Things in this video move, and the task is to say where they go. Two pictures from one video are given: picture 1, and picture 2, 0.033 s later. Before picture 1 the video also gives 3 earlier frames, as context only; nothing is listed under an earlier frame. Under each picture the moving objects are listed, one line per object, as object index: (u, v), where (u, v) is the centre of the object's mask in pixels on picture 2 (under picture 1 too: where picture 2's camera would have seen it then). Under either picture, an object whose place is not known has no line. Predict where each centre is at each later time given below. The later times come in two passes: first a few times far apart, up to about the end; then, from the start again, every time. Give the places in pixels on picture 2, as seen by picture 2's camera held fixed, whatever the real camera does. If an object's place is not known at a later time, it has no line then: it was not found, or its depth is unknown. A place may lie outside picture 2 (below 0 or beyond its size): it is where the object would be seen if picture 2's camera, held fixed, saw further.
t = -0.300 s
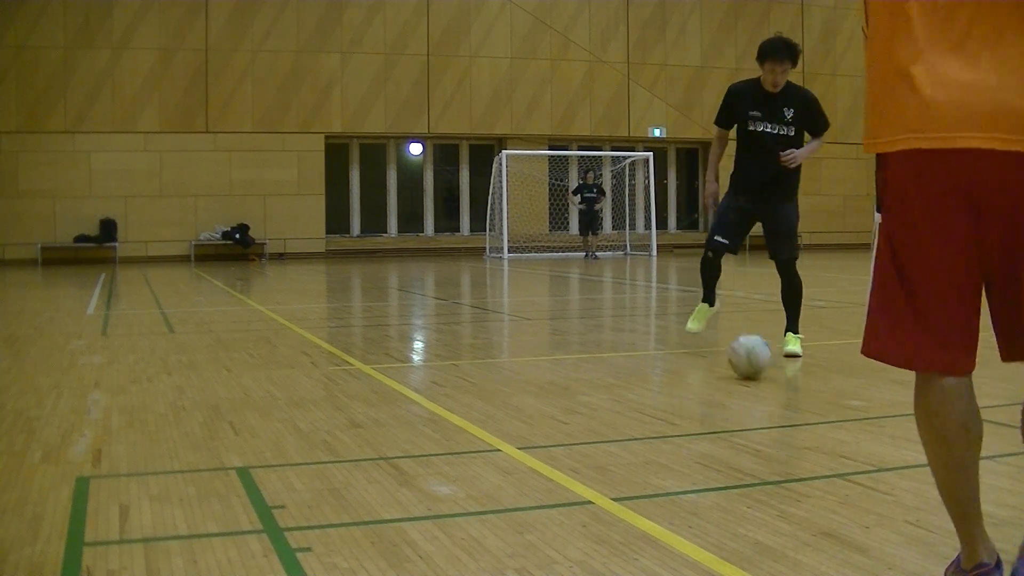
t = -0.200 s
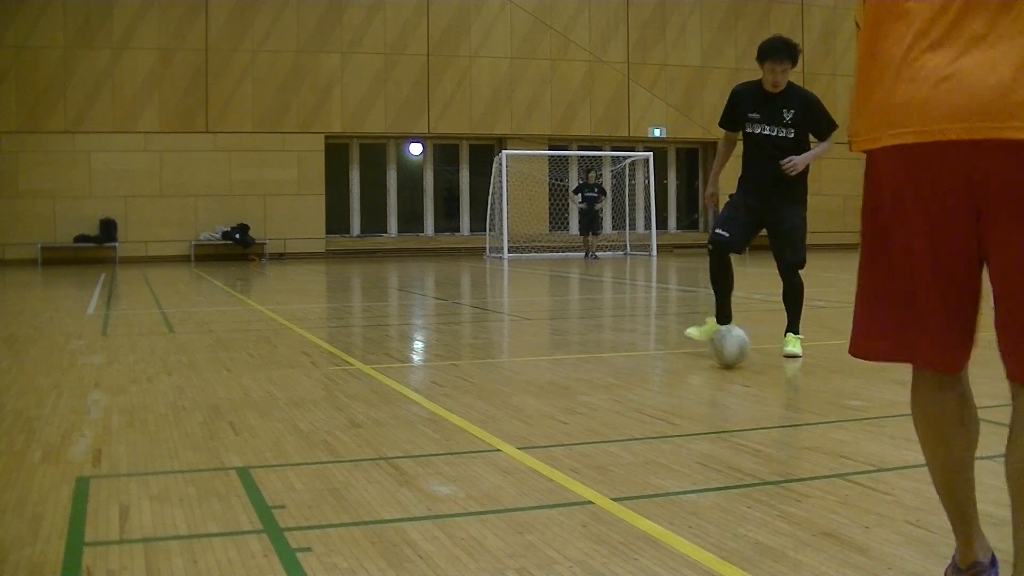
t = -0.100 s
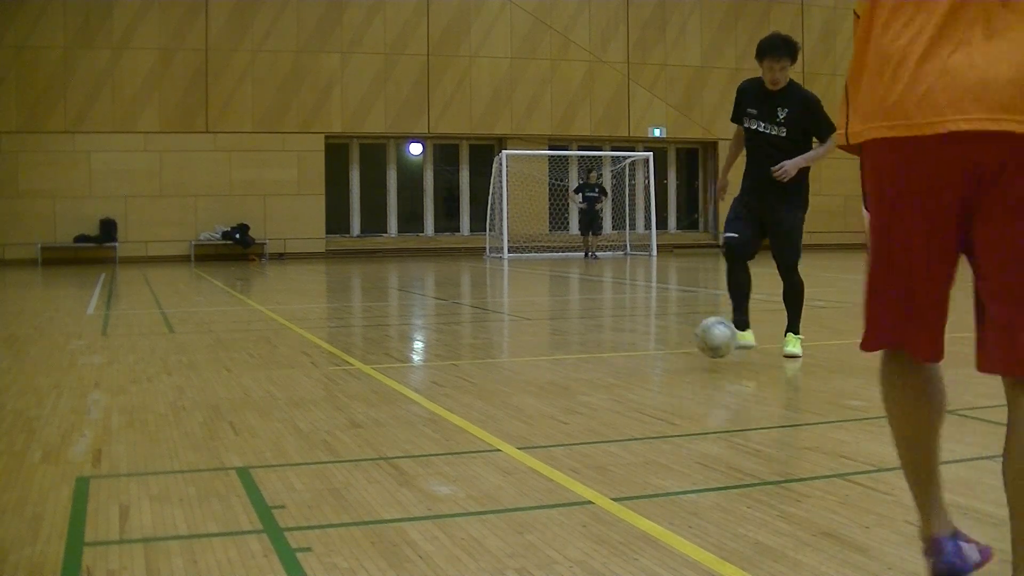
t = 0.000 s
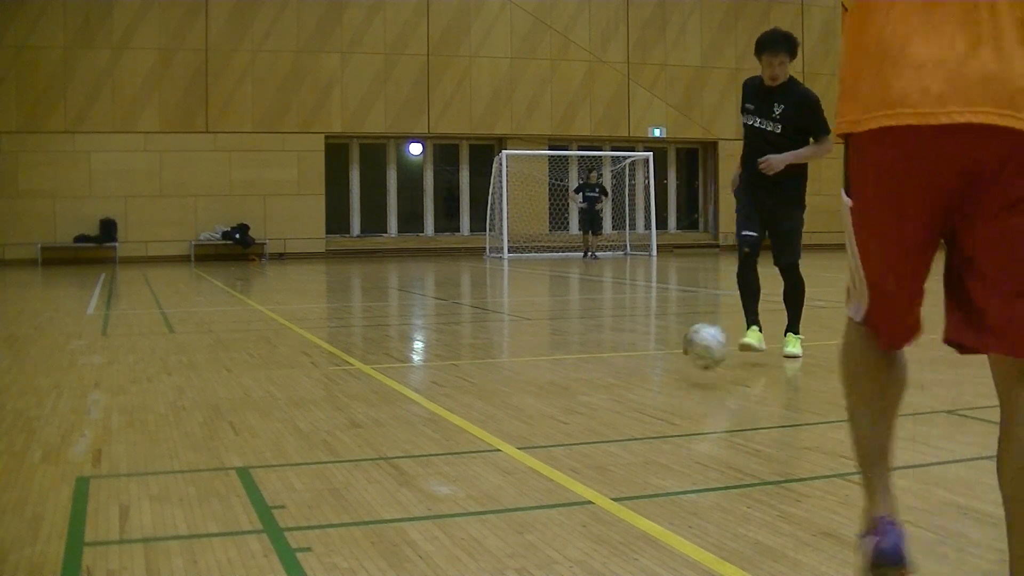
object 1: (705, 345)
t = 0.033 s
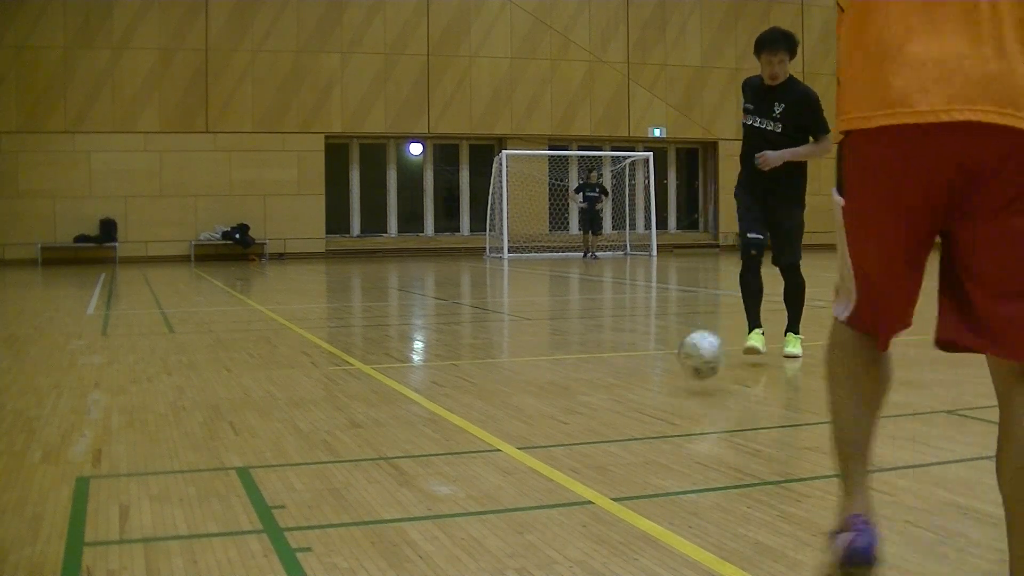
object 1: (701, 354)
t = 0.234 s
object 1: (674, 399)
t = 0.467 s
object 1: (627, 458)
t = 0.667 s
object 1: (575, 514)
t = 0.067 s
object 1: (697, 366)
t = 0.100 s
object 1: (693, 380)
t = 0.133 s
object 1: (687, 379)
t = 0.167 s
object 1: (683, 382)
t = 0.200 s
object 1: (678, 389)
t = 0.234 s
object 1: (674, 399)
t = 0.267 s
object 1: (667, 411)
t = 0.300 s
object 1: (662, 414)
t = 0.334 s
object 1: (656, 420)
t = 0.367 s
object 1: (650, 432)
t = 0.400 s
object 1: (642, 439)
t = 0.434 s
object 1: (635, 449)
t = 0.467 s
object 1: (627, 458)
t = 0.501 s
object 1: (620, 466)
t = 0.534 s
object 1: (612, 475)
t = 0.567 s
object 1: (604, 483)
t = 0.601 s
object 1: (594, 493)
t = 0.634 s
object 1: (585, 502)
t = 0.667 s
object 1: (575, 514)
